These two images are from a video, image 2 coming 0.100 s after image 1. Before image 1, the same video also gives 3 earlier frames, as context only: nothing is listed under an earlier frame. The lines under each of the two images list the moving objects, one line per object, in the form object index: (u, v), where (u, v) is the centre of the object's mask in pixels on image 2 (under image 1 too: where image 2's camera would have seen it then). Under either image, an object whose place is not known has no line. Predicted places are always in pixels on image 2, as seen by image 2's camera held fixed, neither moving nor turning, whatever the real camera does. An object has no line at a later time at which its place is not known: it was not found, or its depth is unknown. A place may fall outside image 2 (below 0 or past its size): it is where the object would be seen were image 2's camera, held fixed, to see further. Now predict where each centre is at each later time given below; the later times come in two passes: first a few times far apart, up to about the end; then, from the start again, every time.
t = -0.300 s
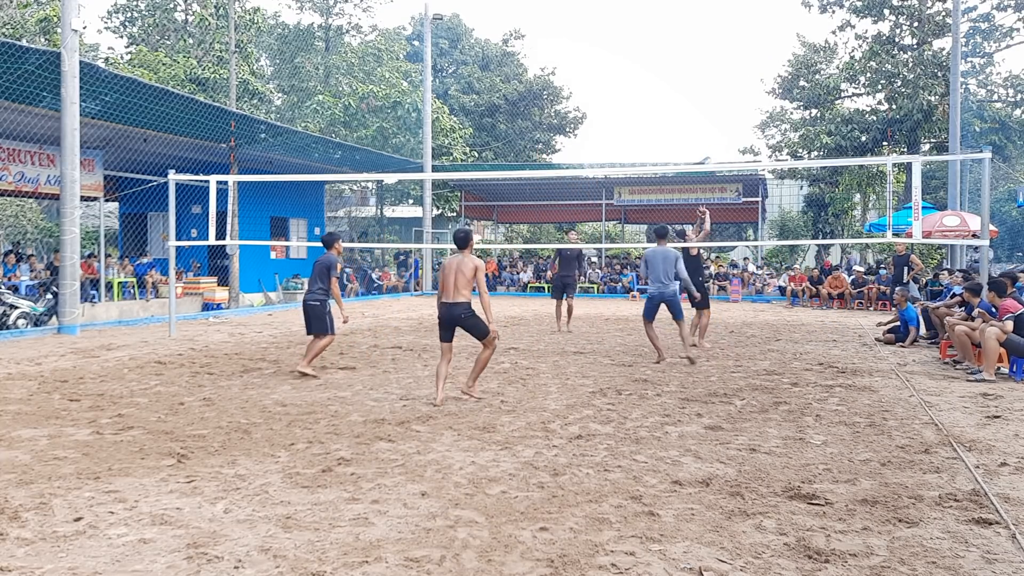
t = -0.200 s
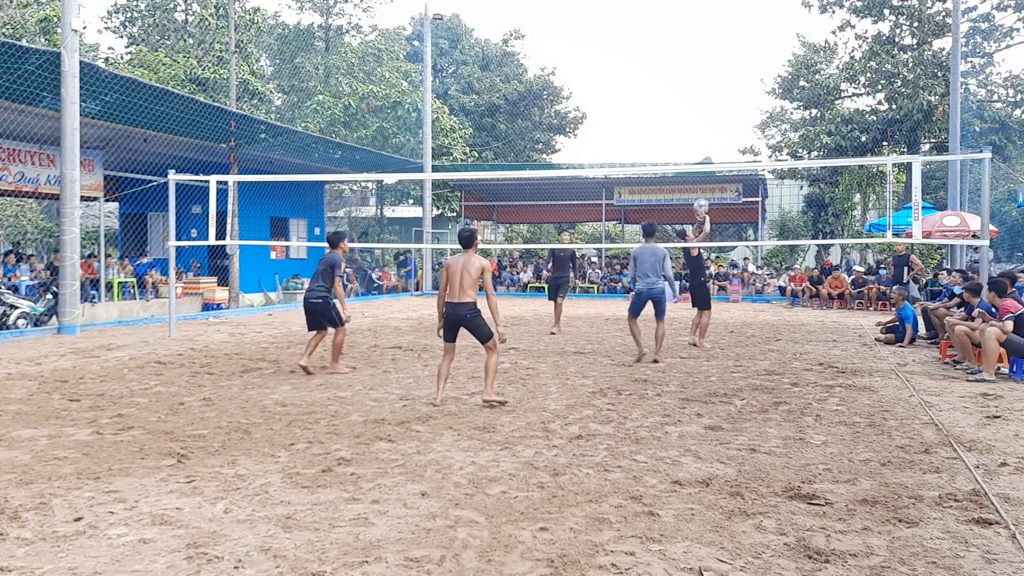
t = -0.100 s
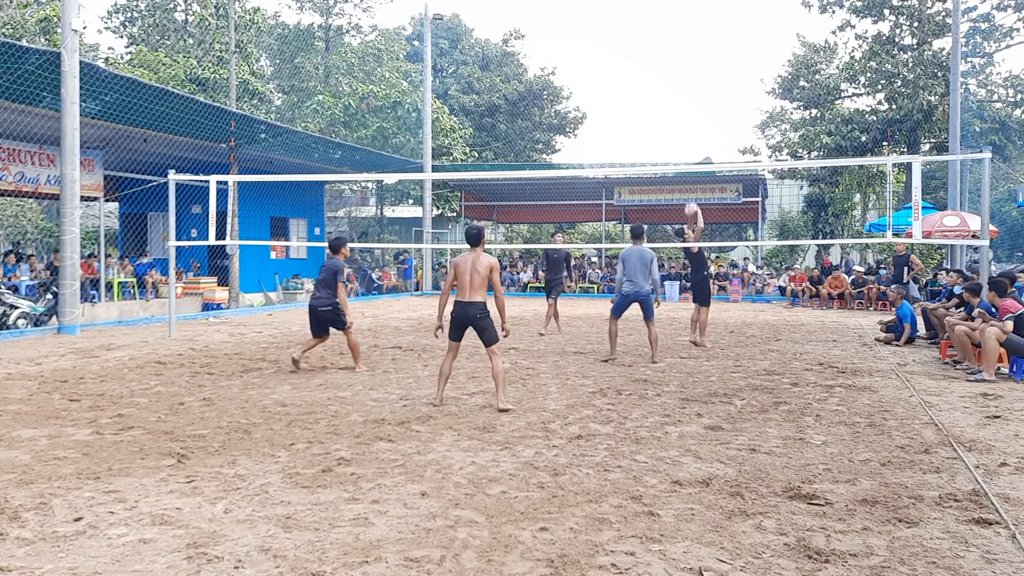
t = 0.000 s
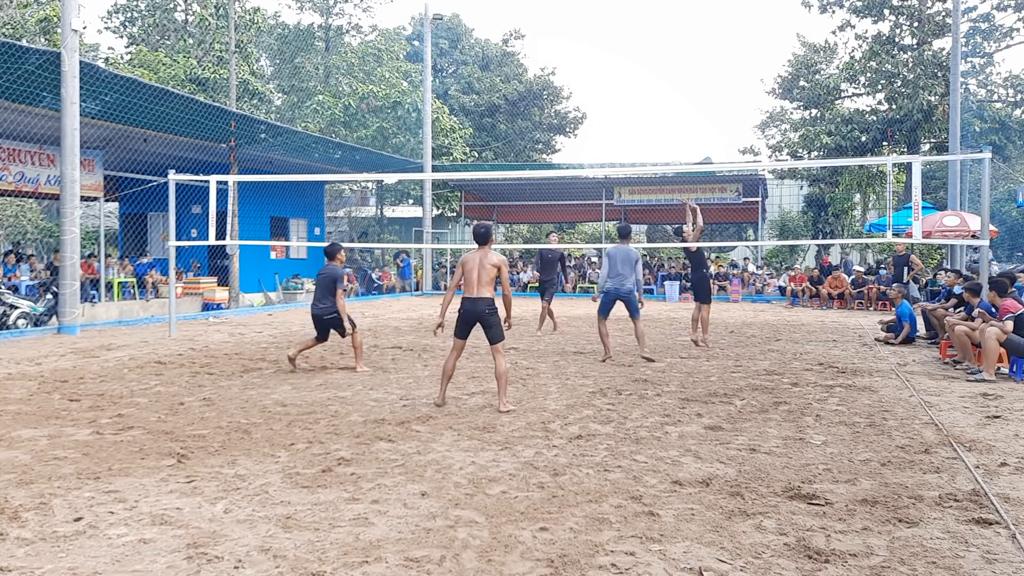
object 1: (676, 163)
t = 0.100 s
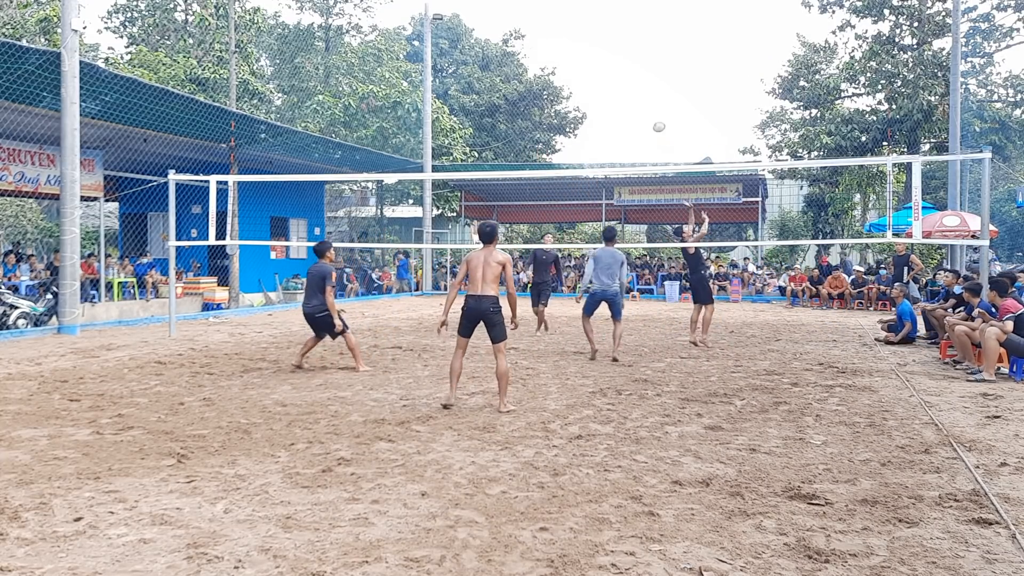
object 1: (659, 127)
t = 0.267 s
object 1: (633, 79)
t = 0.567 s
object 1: (588, 44)
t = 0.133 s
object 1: (654, 116)
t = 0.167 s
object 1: (648, 106)
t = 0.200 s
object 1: (643, 96)
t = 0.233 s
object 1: (638, 88)
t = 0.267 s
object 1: (633, 79)
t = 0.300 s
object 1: (627, 72)
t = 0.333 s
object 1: (622, 66)
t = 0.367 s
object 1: (617, 61)
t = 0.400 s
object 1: (612, 56)
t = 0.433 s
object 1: (607, 52)
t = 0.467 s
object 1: (603, 49)
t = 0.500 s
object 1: (598, 47)
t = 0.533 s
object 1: (593, 45)
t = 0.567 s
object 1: (588, 44)
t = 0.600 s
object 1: (583, 44)
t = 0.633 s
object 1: (578, 45)
